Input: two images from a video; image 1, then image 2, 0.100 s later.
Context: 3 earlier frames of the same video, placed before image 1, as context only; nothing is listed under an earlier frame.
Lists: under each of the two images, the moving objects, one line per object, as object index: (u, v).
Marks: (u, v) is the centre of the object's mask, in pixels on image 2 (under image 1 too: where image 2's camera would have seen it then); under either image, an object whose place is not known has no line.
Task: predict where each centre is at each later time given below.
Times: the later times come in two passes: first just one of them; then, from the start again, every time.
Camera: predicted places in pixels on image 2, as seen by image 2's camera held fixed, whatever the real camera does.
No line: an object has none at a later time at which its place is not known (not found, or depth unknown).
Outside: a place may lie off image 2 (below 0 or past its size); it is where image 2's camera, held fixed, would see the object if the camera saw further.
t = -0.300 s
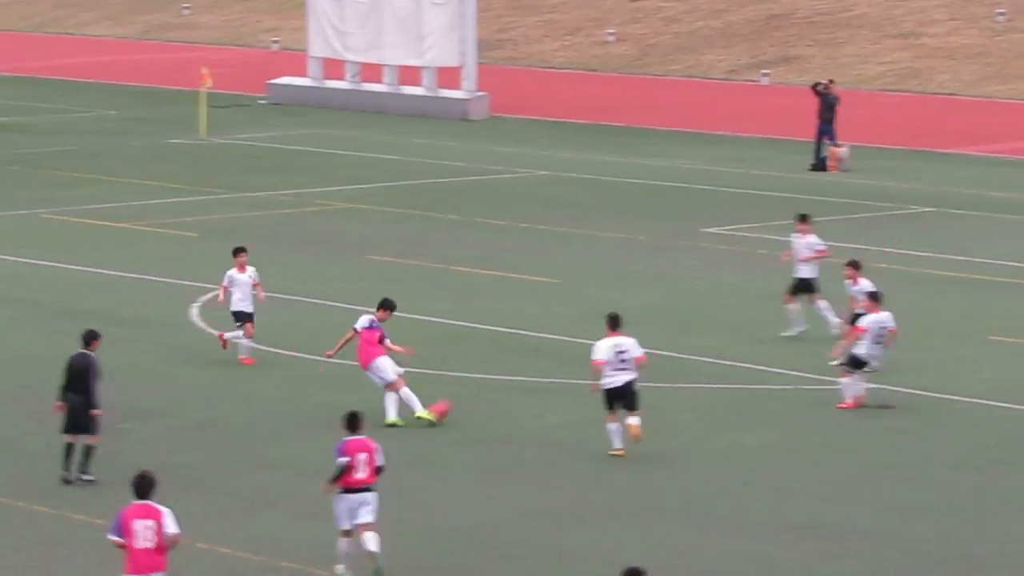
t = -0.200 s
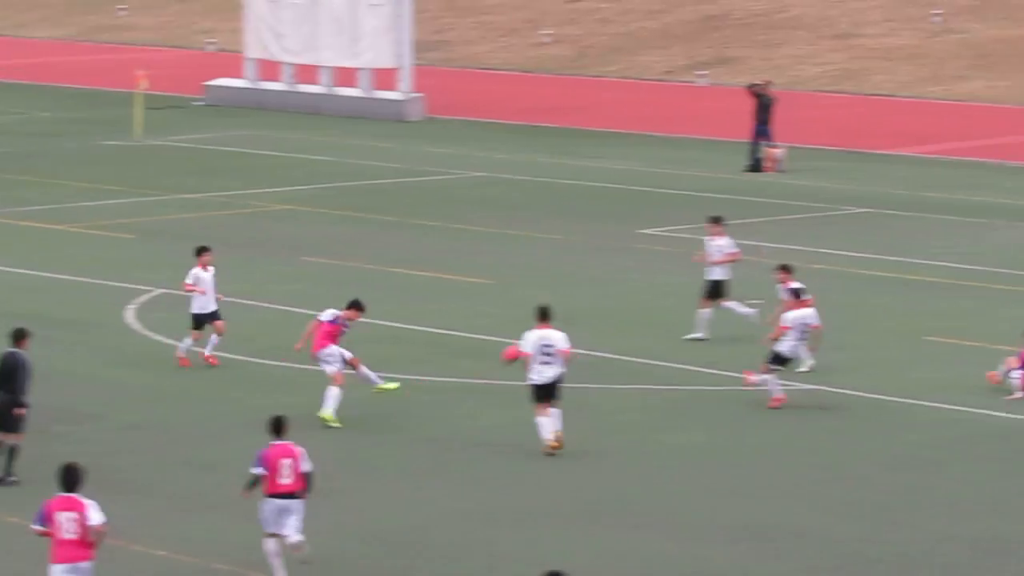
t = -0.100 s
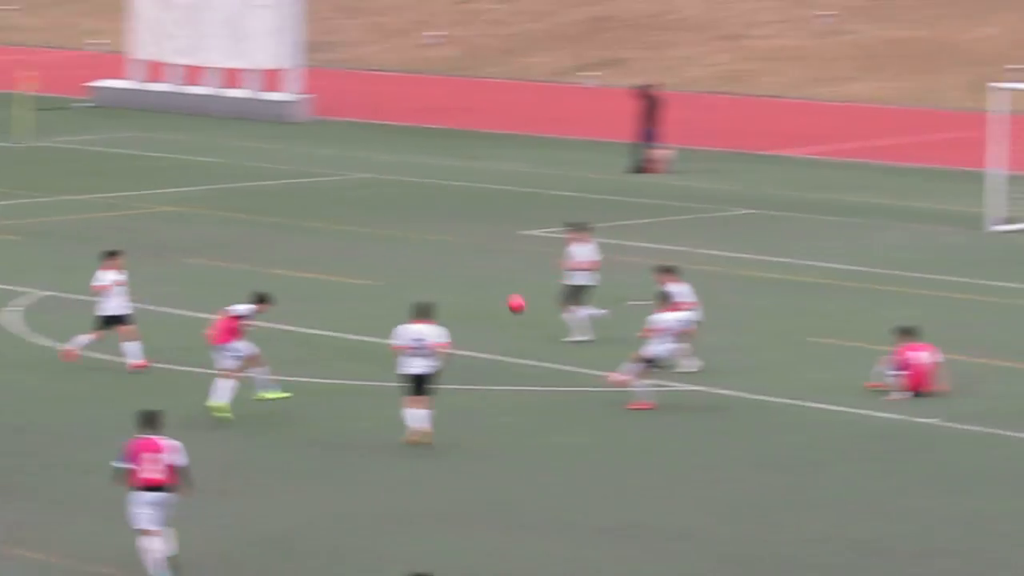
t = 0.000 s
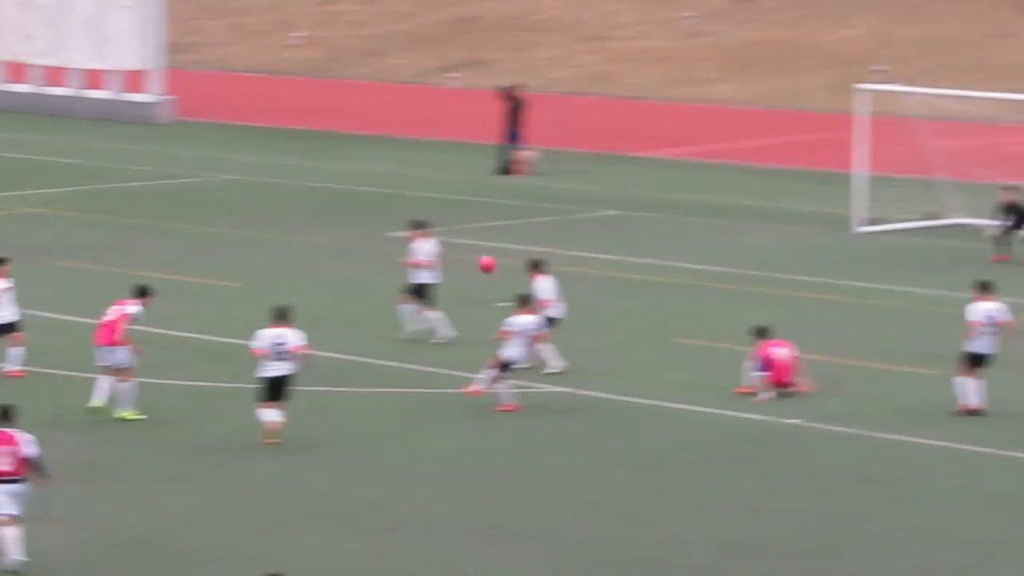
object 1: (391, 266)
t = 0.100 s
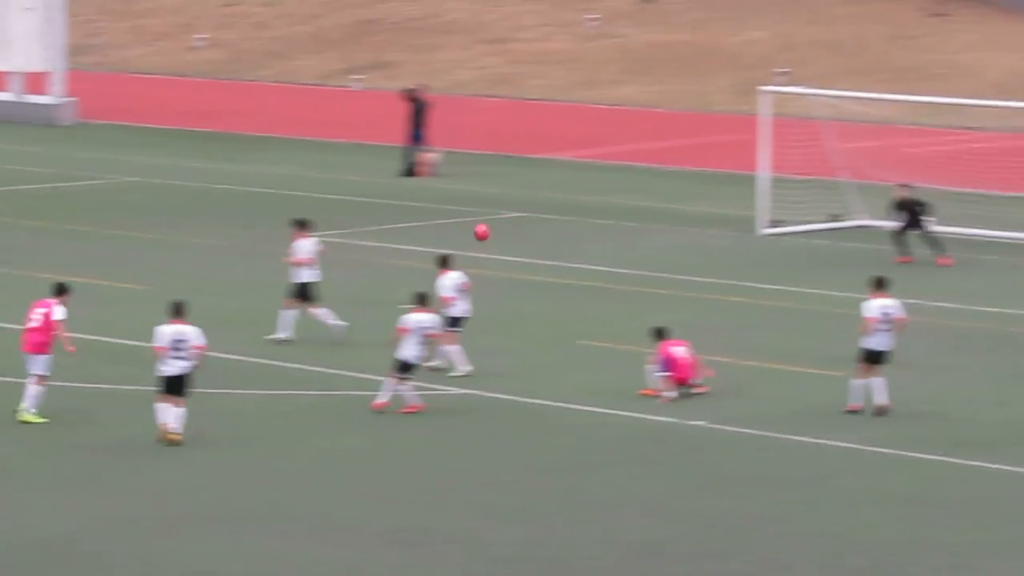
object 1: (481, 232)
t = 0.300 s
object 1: (624, 186)
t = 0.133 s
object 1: (508, 223)
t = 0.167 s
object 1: (534, 214)
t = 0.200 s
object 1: (559, 206)
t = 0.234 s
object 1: (582, 198)
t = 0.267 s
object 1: (604, 192)
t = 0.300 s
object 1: (624, 186)
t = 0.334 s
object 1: (645, 180)
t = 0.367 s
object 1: (664, 175)
